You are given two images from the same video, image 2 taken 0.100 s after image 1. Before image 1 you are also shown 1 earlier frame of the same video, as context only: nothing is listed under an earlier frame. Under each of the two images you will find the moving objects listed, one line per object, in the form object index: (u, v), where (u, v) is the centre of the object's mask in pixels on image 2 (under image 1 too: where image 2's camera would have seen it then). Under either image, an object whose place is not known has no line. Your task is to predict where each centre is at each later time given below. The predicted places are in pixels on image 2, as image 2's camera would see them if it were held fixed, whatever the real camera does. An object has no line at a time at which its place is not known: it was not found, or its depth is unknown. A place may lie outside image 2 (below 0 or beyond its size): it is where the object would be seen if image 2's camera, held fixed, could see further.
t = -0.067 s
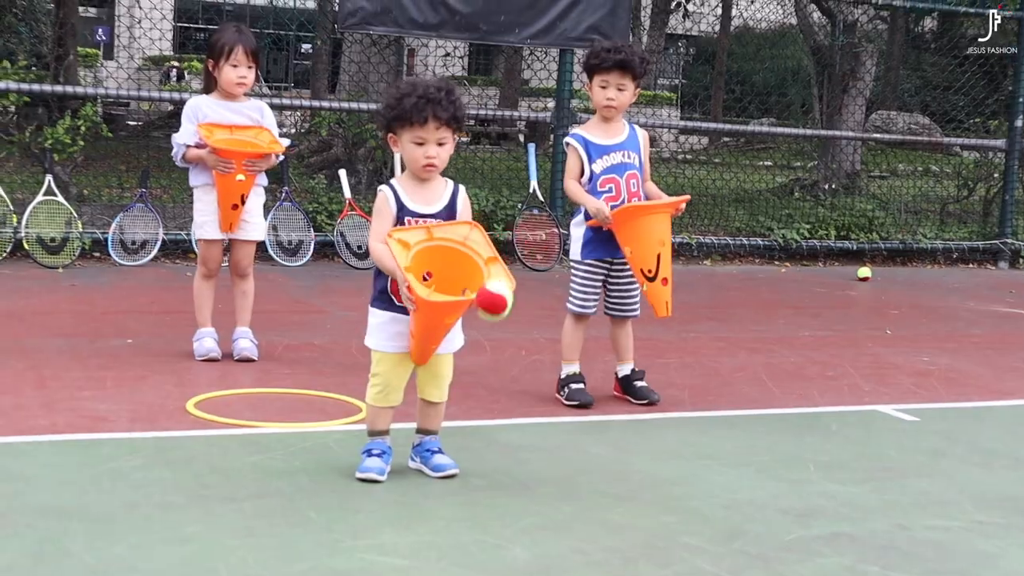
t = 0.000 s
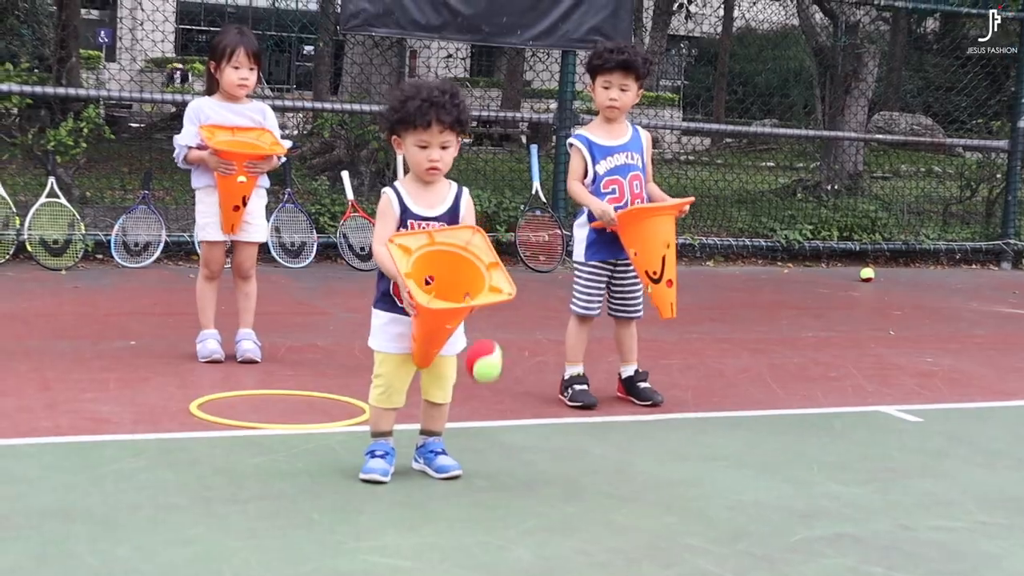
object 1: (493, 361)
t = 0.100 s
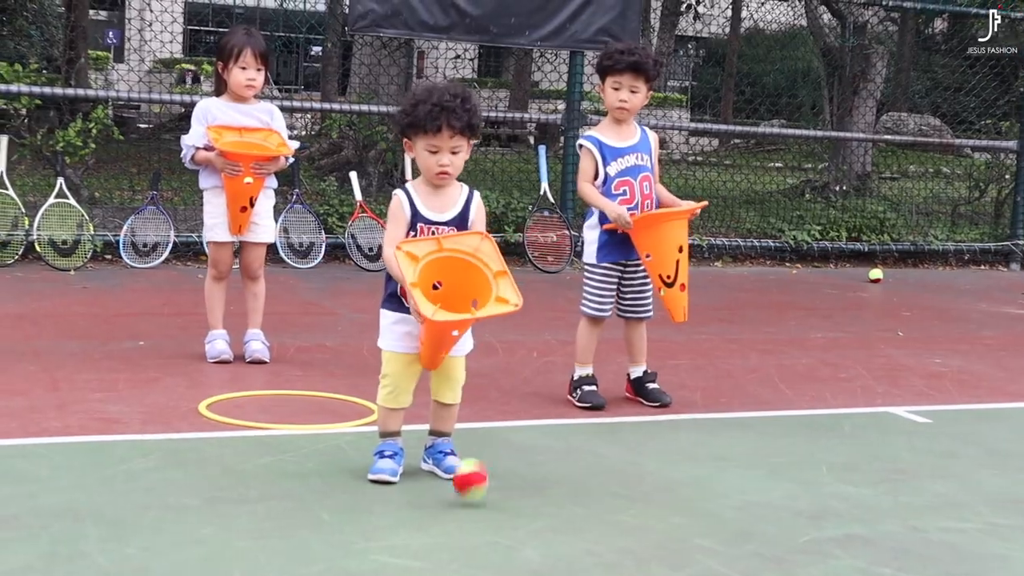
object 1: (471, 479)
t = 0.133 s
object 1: (470, 445)
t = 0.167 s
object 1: (467, 411)
